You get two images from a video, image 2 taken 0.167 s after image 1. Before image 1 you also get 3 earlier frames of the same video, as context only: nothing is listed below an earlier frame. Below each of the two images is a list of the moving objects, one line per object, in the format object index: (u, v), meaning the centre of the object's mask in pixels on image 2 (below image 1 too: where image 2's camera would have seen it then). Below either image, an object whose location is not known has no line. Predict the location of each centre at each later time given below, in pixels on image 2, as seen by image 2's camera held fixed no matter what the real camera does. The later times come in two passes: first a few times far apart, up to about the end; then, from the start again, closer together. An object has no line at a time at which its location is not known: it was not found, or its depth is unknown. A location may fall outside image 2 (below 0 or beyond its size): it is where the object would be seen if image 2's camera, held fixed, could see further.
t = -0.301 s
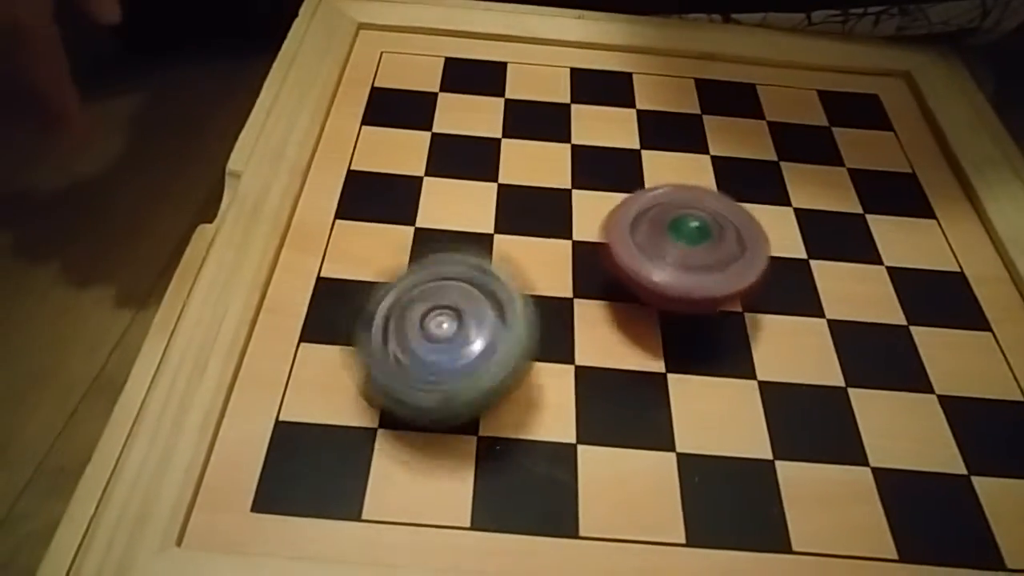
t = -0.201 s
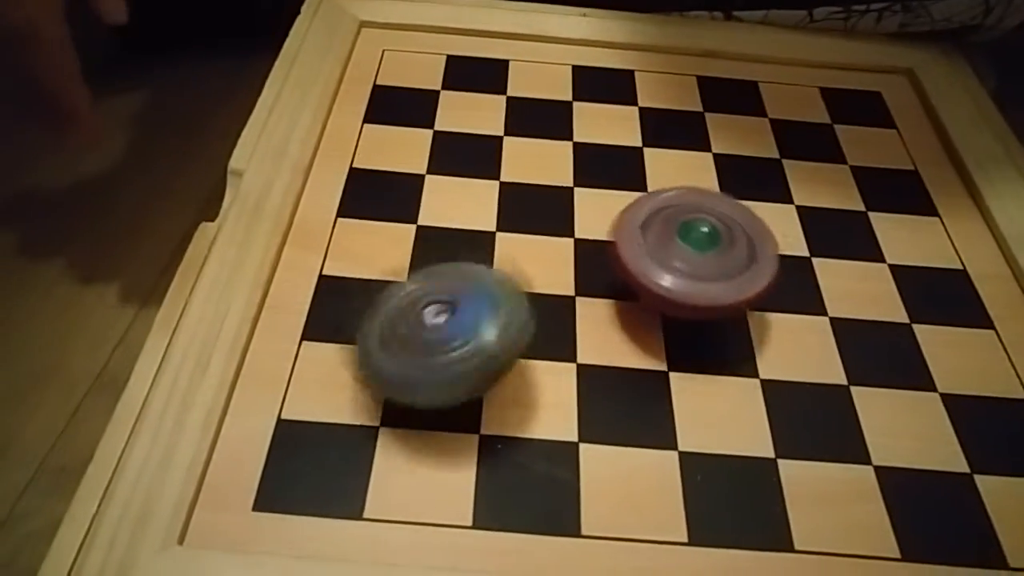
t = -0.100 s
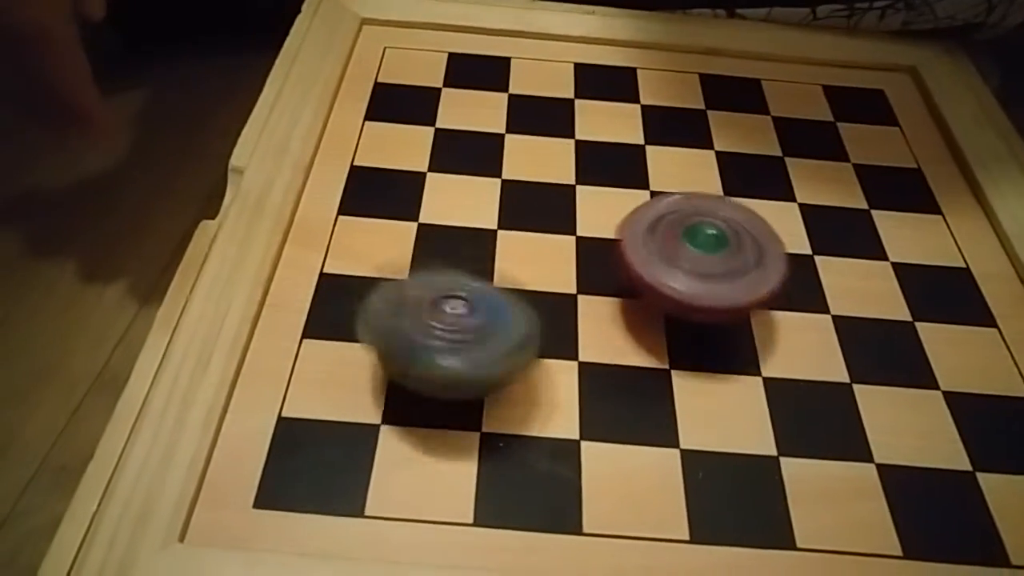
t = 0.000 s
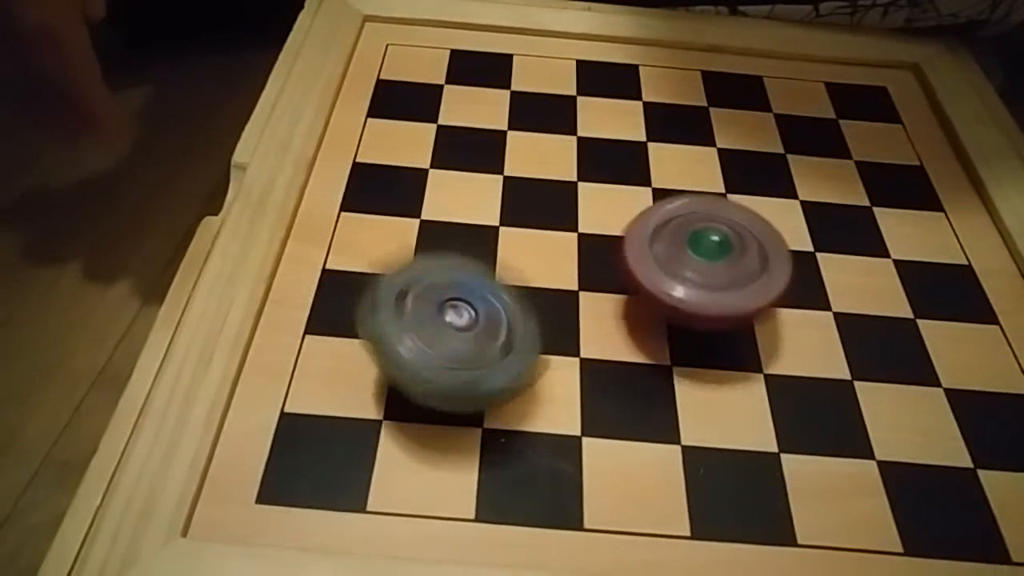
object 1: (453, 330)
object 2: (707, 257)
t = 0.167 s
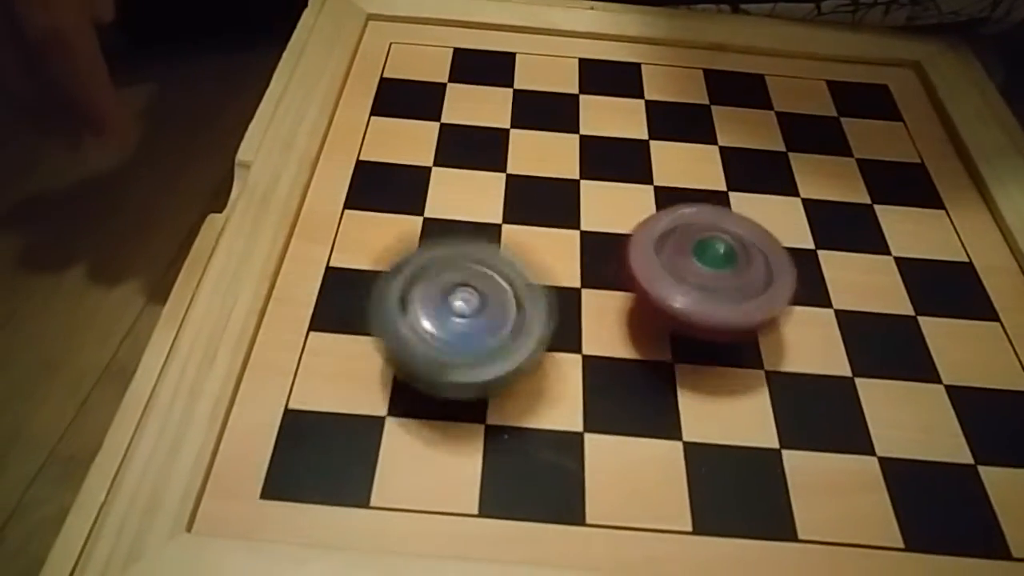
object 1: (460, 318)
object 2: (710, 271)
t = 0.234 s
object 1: (463, 323)
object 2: (708, 276)
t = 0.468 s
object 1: (465, 318)
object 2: (693, 291)
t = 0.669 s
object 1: (462, 318)
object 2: (673, 303)
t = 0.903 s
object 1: (443, 281)
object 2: (717, 331)
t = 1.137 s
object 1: (448, 273)
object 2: (734, 372)
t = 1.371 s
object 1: (455, 282)
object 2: (701, 391)
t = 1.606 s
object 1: (450, 277)
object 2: (671, 369)
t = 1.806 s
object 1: (449, 286)
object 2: (685, 349)
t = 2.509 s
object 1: (436, 289)
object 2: (685, 389)
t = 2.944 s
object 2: (710, 358)
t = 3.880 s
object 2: (704, 351)
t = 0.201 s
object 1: (463, 320)
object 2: (708, 273)
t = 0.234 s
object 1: (463, 323)
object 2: (708, 276)
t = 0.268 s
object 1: (464, 325)
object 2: (705, 278)
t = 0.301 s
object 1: (460, 322)
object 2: (706, 281)
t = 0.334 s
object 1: (458, 322)
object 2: (703, 284)
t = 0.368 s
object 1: (459, 319)
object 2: (702, 286)
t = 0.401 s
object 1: (461, 318)
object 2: (699, 288)
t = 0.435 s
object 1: (462, 319)
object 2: (697, 290)
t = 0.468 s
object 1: (465, 318)
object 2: (693, 291)
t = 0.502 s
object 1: (467, 318)
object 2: (692, 294)
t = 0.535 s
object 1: (468, 323)
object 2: (688, 295)
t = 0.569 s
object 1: (466, 323)
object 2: (685, 298)
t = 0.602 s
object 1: (465, 323)
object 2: (681, 299)
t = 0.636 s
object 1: (462, 322)
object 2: (678, 302)
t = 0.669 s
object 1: (462, 318)
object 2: (673, 303)
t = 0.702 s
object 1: (463, 313)
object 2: (669, 305)
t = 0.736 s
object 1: (469, 311)
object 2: (666, 306)
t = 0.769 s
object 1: (465, 309)
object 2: (672, 310)
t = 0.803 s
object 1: (451, 298)
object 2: (690, 315)
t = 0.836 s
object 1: (444, 293)
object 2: (702, 322)
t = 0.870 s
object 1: (444, 286)
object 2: (708, 325)
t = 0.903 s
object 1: (443, 281)
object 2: (717, 331)
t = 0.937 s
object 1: (440, 276)
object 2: (723, 336)
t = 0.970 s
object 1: (441, 276)
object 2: (733, 343)
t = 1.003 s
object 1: (444, 280)
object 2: (735, 348)
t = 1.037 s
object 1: (447, 275)
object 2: (737, 354)
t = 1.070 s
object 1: (446, 273)
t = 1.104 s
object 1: (448, 276)
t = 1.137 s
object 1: (448, 273)
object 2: (734, 372)
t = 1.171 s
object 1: (453, 277)
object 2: (733, 379)
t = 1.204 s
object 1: (452, 276)
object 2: (728, 384)
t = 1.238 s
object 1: (451, 283)
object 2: (725, 385)
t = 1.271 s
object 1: (455, 283)
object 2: (720, 389)
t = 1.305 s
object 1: (456, 286)
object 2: (714, 392)
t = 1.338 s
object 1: (452, 287)
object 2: (706, 391)
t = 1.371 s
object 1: (455, 282)
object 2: (701, 391)
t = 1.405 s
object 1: (452, 281)
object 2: (696, 392)
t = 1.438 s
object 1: (447, 281)
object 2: (689, 389)
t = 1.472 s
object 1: (449, 283)
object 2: (685, 387)
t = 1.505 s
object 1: (450, 285)
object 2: (677, 382)
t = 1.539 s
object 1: (452, 286)
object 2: (676, 379)
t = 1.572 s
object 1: (450, 280)
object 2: (670, 374)
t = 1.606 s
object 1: (450, 277)
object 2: (671, 369)
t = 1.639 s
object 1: (446, 278)
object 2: (669, 365)
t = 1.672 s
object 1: (446, 277)
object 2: (670, 361)
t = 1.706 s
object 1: (449, 279)
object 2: (675, 357)
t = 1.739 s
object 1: (450, 281)
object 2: (676, 354)
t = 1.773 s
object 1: (449, 283)
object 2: (681, 353)
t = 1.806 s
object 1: (449, 286)
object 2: (685, 349)
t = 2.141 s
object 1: (449, 282)
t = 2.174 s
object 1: (445, 282)
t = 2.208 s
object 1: (448, 283)
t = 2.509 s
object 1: (436, 289)
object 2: (685, 389)
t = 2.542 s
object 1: (436, 291)
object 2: (680, 385)
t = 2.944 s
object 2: (710, 358)
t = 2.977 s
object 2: (712, 360)
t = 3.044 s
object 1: (466, 295)
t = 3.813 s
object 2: (694, 353)
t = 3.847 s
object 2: (697, 350)
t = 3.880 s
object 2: (704, 351)
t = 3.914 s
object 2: (706, 350)
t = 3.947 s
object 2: (714, 352)
